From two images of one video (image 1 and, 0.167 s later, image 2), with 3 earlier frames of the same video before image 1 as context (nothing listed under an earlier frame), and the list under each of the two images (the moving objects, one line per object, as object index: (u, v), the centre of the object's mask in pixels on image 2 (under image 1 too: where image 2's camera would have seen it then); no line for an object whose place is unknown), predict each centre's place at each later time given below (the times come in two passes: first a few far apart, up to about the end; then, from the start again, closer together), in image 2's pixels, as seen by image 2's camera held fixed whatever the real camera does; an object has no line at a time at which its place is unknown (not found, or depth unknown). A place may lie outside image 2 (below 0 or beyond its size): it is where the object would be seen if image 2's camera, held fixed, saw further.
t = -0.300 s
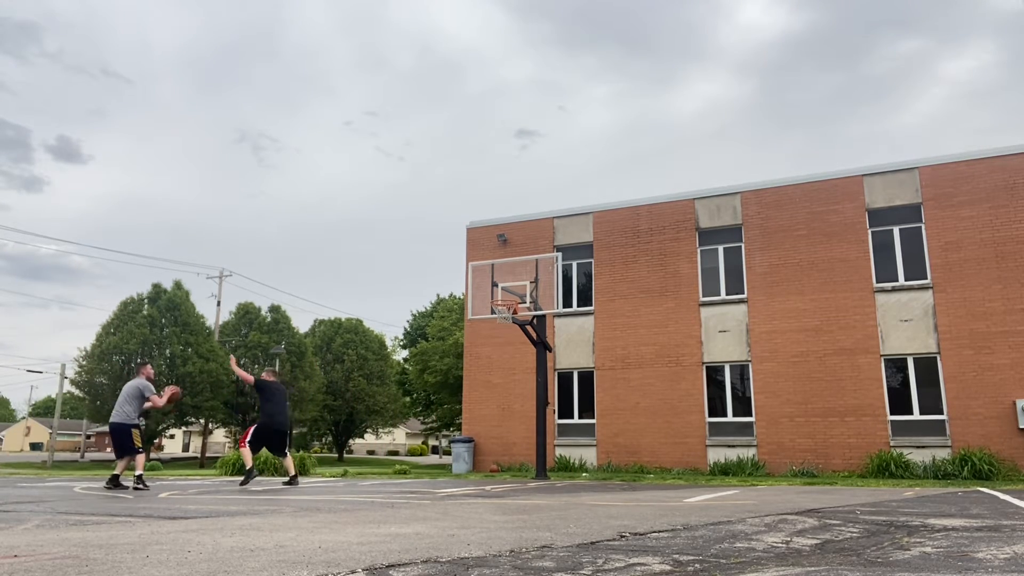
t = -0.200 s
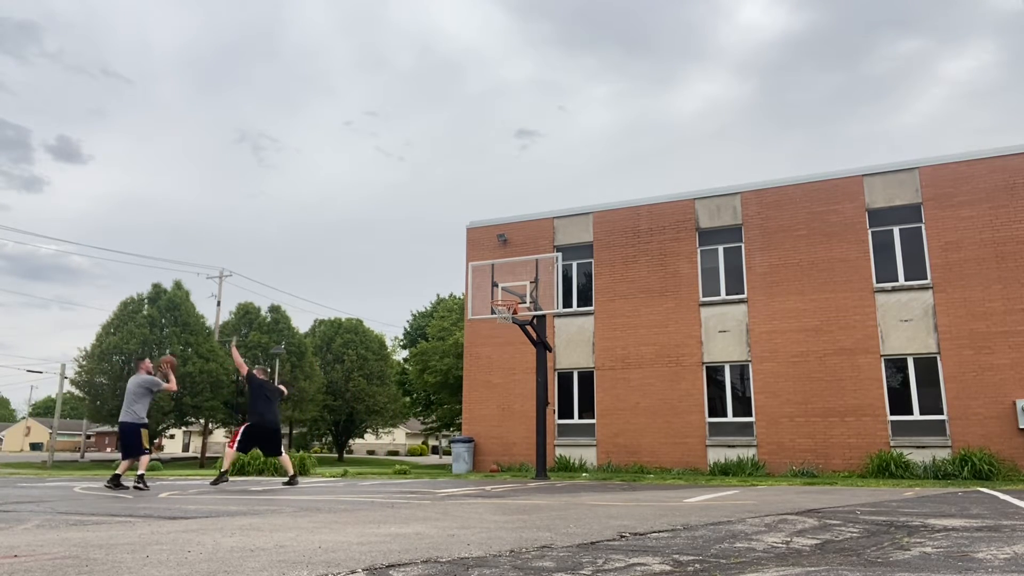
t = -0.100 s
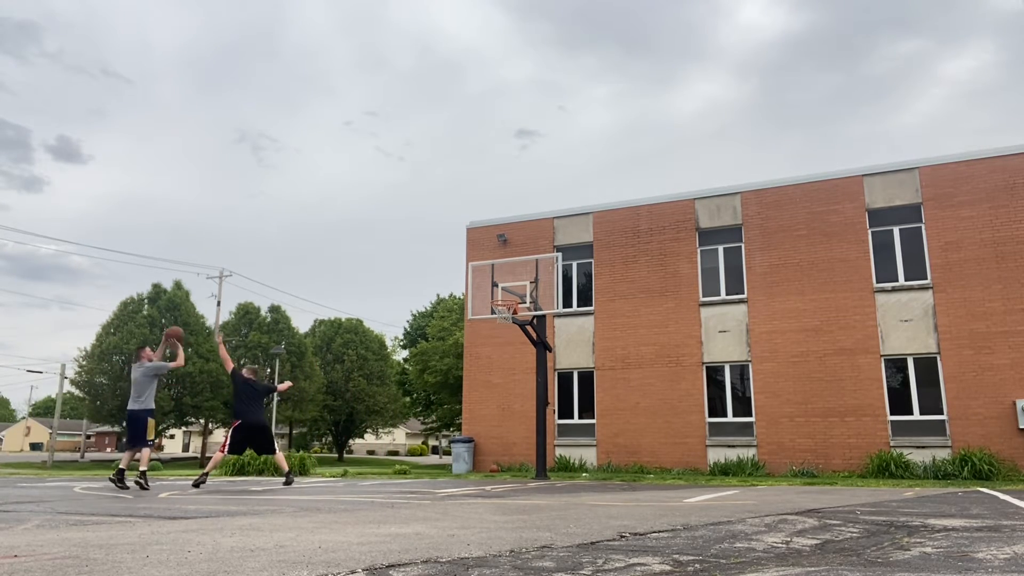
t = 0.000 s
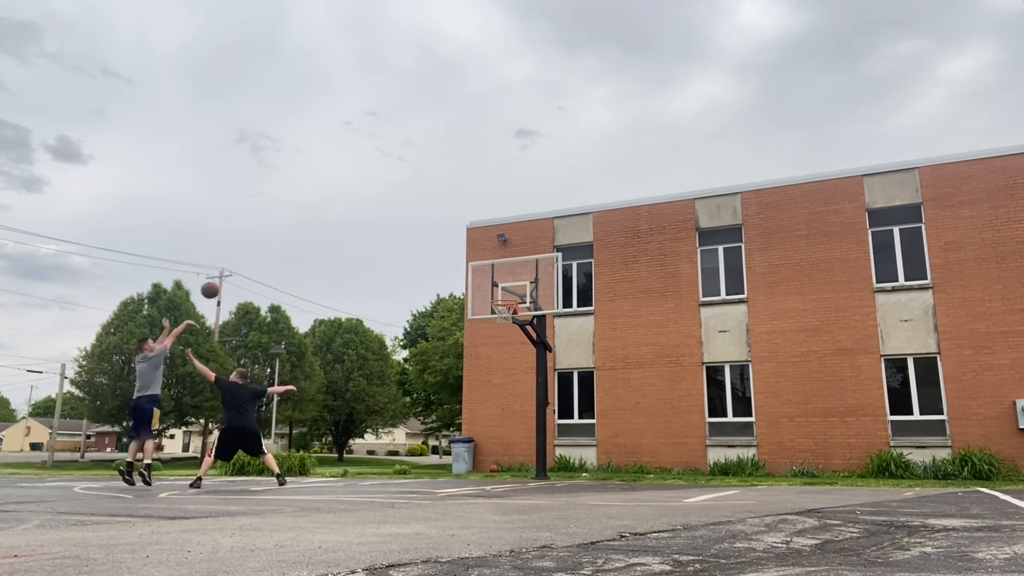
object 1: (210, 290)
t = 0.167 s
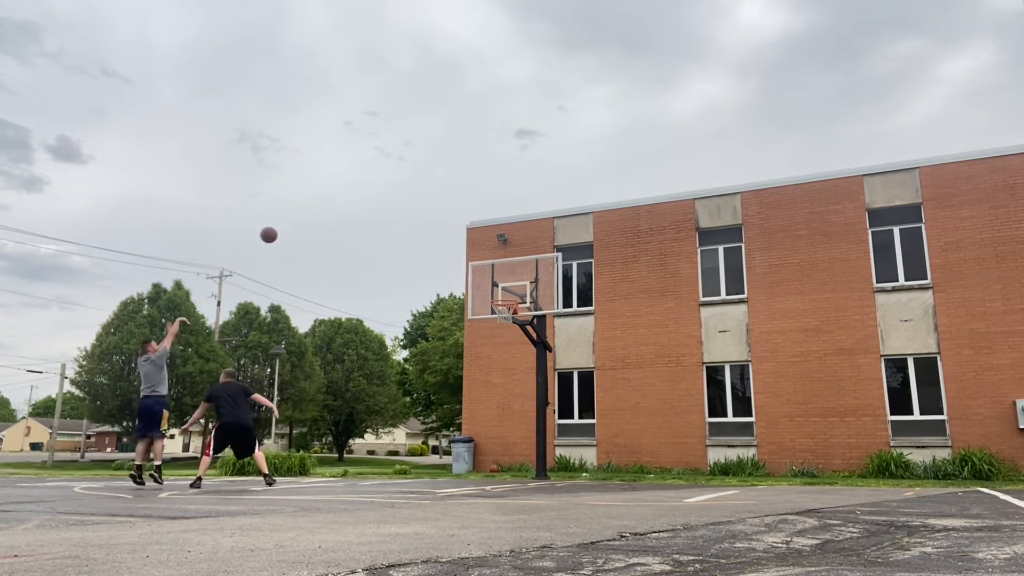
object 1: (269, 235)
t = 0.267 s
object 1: (300, 213)
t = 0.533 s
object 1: (373, 188)
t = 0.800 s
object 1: (435, 204)
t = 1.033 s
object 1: (485, 249)
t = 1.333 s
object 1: (538, 281)
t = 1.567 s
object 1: (551, 270)
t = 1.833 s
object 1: (567, 294)
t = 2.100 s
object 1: (586, 367)
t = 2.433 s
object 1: (615, 437)
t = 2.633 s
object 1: (638, 373)
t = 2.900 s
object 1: (670, 331)
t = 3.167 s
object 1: (705, 338)
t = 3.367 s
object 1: (734, 375)
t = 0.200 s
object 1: (279, 227)
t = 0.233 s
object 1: (290, 219)
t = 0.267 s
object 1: (300, 213)
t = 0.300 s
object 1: (310, 207)
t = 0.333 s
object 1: (319, 202)
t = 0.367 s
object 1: (329, 198)
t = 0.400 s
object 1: (338, 195)
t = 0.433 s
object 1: (347, 192)
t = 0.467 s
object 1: (356, 190)
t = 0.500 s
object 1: (364, 189)
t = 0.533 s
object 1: (373, 188)
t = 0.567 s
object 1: (381, 188)
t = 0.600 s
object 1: (389, 189)
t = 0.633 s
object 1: (397, 190)
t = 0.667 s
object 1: (405, 192)
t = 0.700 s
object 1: (413, 194)
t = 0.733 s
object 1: (420, 197)
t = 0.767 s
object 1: (428, 200)
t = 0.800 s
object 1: (435, 204)
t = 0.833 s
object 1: (443, 209)
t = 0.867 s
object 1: (450, 214)
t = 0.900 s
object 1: (457, 220)
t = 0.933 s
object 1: (464, 226)
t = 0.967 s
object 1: (471, 233)
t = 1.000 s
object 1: (478, 241)
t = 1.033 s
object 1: (485, 249)
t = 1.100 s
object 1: (499, 266)
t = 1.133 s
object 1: (505, 275)
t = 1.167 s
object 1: (512, 284)
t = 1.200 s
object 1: (519, 295)
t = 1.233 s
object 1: (523, 293)
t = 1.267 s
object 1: (530, 288)
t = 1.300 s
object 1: (535, 285)
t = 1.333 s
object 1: (538, 281)
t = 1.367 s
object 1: (540, 278)
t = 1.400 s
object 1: (541, 275)
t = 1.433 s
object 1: (544, 272)
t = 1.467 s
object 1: (545, 271)
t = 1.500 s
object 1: (547, 270)
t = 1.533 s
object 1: (549, 270)
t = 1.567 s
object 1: (551, 270)
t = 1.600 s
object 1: (553, 270)
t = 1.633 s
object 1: (555, 272)
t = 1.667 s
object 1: (557, 274)
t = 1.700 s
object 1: (559, 276)
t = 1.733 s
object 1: (561, 280)
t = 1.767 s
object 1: (563, 284)
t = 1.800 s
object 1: (565, 289)
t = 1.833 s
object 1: (567, 294)
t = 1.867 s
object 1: (569, 300)
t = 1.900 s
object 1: (571, 307)
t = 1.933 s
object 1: (574, 315)
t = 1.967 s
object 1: (576, 324)
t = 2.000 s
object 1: (578, 333)
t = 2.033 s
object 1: (581, 343)
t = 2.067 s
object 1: (583, 354)
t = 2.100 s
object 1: (586, 367)
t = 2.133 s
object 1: (588, 378)
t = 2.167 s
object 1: (590, 393)
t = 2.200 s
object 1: (593, 407)
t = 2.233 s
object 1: (596, 423)
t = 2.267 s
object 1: (598, 440)
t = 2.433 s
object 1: (615, 437)
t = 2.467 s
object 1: (619, 425)
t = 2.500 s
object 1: (622, 412)
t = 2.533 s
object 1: (626, 401)
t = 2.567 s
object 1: (630, 391)
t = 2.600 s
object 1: (635, 382)
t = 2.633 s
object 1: (638, 373)
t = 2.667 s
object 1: (642, 366)
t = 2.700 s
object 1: (646, 358)
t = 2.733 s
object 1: (650, 351)
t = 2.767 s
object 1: (654, 346)
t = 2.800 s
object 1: (658, 341)
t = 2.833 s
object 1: (662, 337)
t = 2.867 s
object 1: (666, 334)
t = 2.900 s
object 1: (670, 331)
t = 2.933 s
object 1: (675, 329)
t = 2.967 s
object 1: (679, 328)
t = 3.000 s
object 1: (683, 328)
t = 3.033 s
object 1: (687, 329)
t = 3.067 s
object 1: (692, 330)
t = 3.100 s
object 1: (696, 332)
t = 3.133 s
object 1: (701, 334)
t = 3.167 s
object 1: (705, 338)
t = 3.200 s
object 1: (710, 342)
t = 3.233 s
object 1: (714, 347)
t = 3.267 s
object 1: (719, 353)
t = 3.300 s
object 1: (724, 359)
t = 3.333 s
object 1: (729, 368)
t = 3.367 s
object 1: (734, 375)
